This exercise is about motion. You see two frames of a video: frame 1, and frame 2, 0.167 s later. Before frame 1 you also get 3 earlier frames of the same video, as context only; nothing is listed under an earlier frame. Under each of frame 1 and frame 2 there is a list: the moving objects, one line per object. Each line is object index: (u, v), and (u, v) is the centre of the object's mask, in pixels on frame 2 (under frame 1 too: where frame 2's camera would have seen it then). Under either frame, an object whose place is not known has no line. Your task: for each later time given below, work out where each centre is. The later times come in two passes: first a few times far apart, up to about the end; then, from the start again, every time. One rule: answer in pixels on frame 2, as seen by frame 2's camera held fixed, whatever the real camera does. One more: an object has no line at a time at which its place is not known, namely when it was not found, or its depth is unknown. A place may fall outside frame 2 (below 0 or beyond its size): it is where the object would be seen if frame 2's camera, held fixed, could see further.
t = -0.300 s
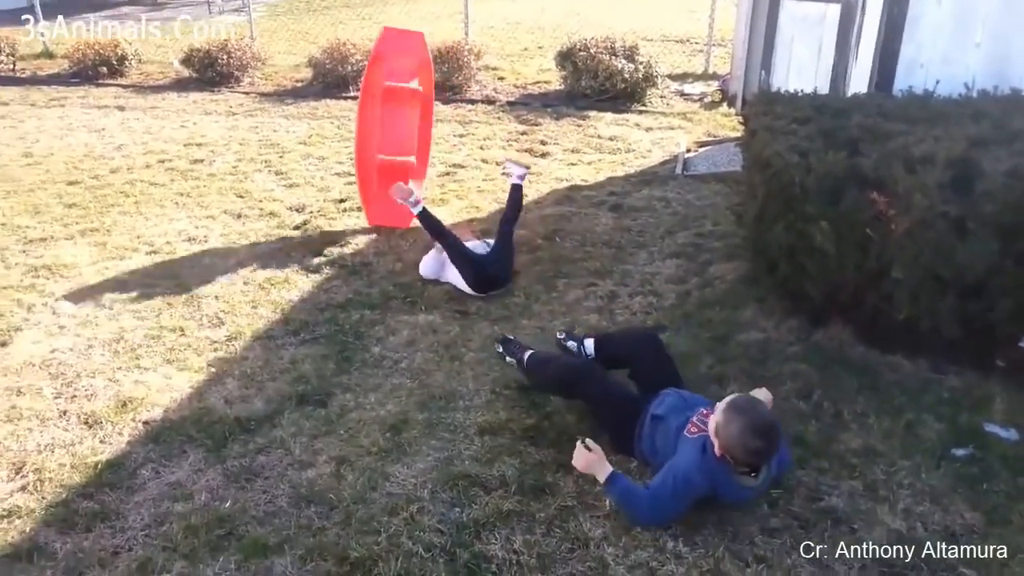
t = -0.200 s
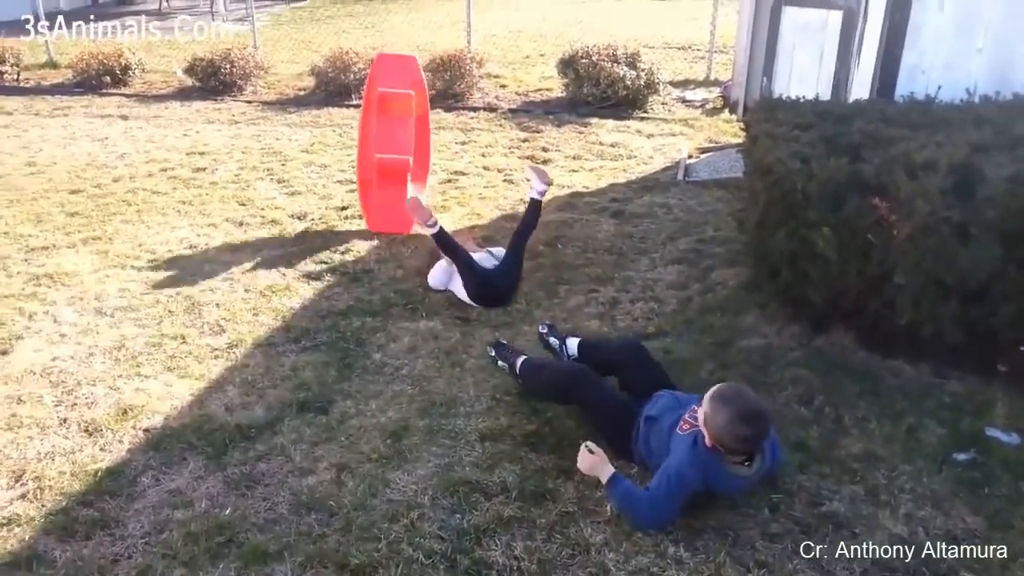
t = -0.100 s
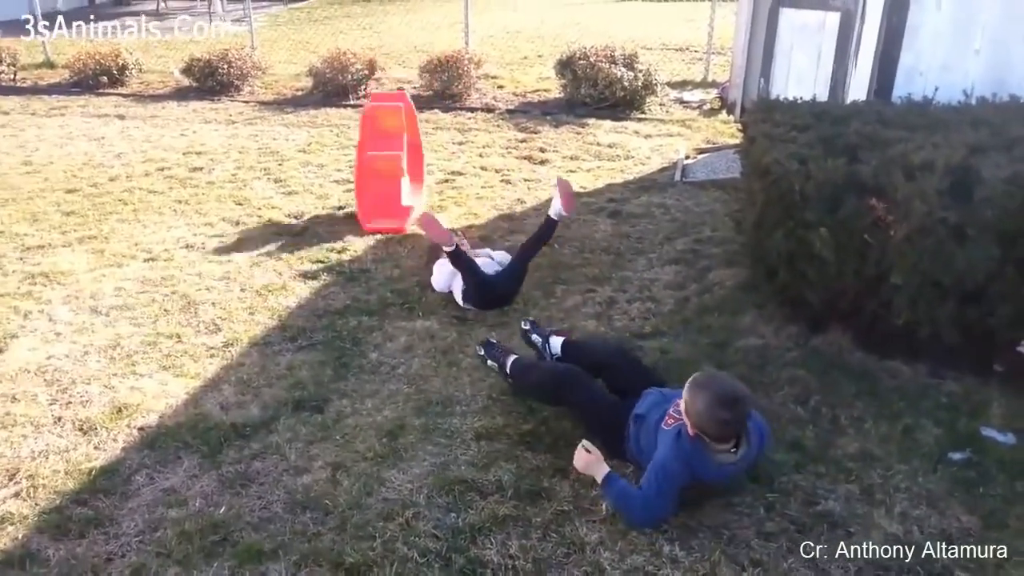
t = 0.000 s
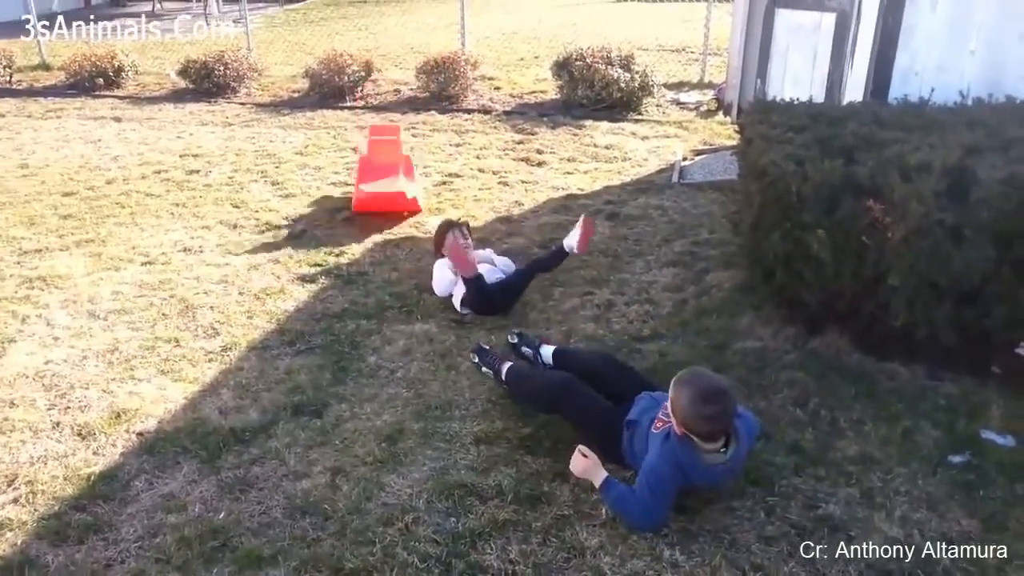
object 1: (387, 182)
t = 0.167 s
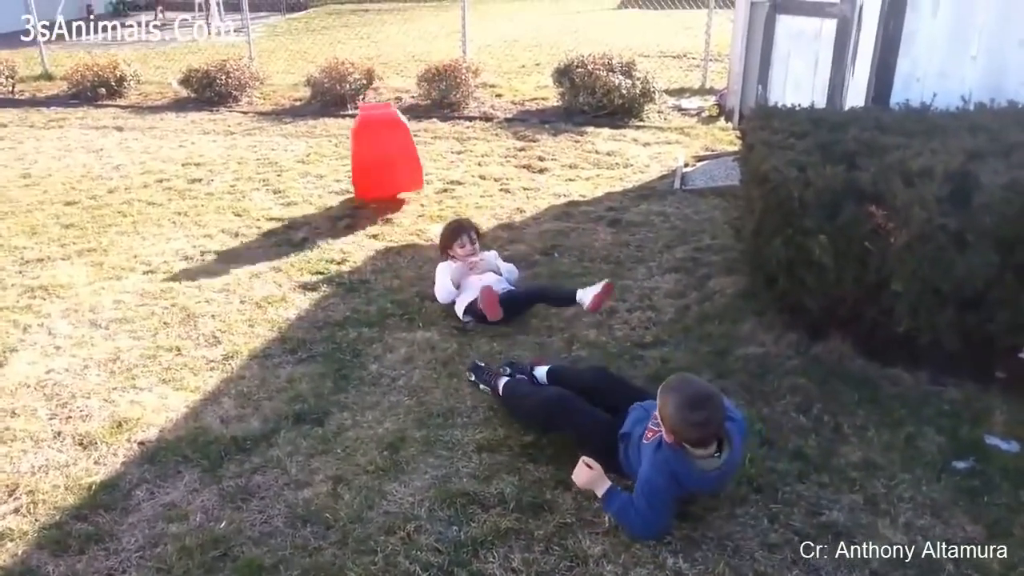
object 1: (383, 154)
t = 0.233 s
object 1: (383, 148)
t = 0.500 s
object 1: (383, 149)
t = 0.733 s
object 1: (392, 176)
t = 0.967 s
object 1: (392, 174)
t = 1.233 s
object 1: (390, 177)
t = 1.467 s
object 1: (389, 168)
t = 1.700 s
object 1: (389, 173)
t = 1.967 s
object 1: (390, 177)
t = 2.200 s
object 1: (389, 177)
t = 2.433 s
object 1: (388, 174)
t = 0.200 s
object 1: (383, 151)
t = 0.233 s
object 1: (383, 148)
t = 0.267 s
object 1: (382, 145)
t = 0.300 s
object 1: (382, 143)
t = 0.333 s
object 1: (382, 142)
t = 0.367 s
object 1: (382, 141)
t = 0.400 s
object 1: (382, 141)
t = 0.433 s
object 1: (382, 143)
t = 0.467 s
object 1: (382, 146)
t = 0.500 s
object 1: (383, 149)
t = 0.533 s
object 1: (384, 153)
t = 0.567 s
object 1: (385, 157)
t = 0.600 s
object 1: (388, 161)
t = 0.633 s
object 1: (389, 166)
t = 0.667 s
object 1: (391, 171)
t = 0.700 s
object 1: (392, 174)
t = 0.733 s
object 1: (392, 176)
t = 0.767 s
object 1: (393, 176)
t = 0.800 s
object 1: (393, 176)
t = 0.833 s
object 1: (392, 176)
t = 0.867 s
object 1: (393, 175)
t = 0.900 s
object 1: (392, 175)
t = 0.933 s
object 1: (392, 174)
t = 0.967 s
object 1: (392, 174)
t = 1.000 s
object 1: (392, 174)
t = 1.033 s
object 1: (392, 175)
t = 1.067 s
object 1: (391, 175)
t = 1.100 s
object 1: (391, 175)
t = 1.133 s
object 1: (391, 175)
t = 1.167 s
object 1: (391, 175)
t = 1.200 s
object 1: (391, 175)
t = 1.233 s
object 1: (390, 177)
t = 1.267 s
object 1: (390, 176)
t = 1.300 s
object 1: (390, 174)
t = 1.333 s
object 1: (391, 173)
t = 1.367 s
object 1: (390, 172)
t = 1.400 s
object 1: (389, 170)
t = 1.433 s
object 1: (389, 169)
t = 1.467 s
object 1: (389, 168)
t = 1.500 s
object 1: (389, 167)
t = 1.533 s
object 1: (390, 168)
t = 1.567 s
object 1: (389, 168)
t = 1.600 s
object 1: (389, 168)
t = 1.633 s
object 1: (389, 170)
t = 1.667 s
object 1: (389, 172)
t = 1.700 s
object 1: (389, 173)
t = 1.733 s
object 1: (389, 174)
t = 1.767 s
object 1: (390, 176)
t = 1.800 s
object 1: (390, 177)
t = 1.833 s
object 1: (390, 178)
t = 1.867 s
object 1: (390, 177)
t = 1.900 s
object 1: (389, 177)
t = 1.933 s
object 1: (390, 177)
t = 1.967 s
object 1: (390, 177)
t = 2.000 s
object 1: (389, 177)
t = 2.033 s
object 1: (389, 177)
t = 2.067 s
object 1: (389, 177)
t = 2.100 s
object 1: (389, 177)
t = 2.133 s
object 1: (389, 178)
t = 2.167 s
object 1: (389, 177)
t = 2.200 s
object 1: (389, 177)
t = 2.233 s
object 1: (389, 176)
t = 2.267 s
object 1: (388, 175)
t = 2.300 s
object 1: (388, 174)
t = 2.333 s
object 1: (388, 174)
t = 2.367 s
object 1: (388, 174)
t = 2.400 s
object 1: (387, 174)
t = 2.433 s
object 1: (388, 174)
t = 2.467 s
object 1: (387, 173)
